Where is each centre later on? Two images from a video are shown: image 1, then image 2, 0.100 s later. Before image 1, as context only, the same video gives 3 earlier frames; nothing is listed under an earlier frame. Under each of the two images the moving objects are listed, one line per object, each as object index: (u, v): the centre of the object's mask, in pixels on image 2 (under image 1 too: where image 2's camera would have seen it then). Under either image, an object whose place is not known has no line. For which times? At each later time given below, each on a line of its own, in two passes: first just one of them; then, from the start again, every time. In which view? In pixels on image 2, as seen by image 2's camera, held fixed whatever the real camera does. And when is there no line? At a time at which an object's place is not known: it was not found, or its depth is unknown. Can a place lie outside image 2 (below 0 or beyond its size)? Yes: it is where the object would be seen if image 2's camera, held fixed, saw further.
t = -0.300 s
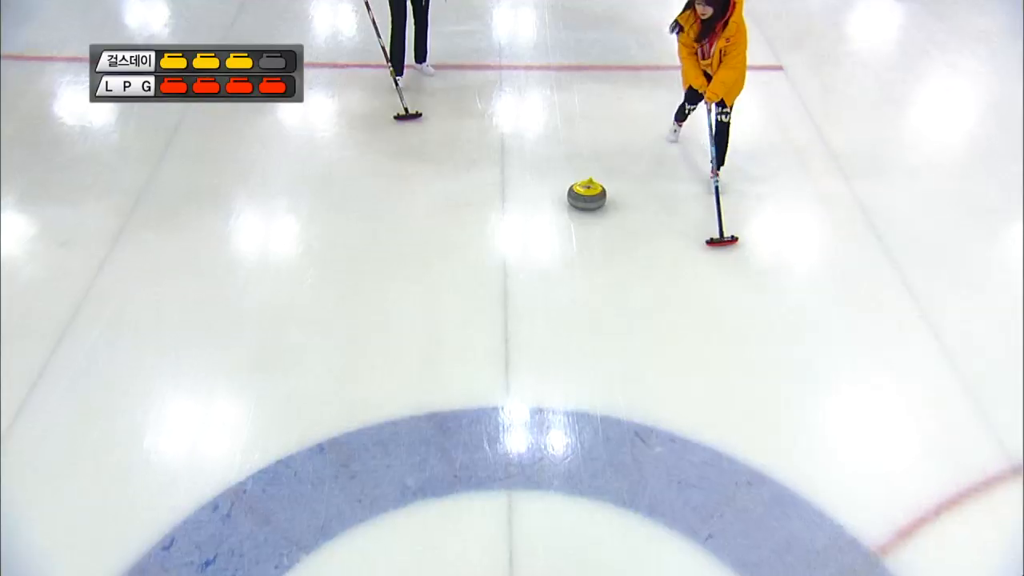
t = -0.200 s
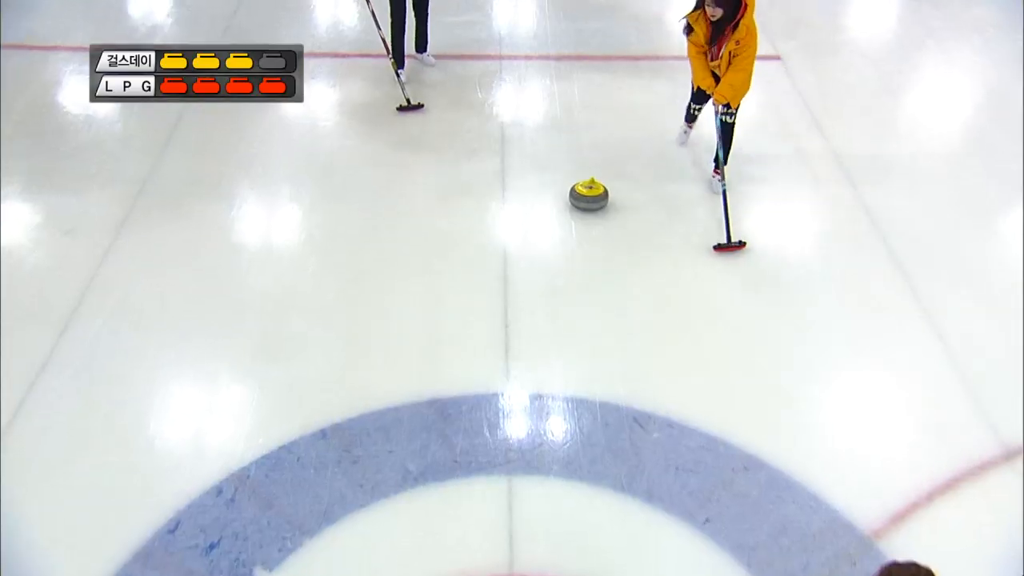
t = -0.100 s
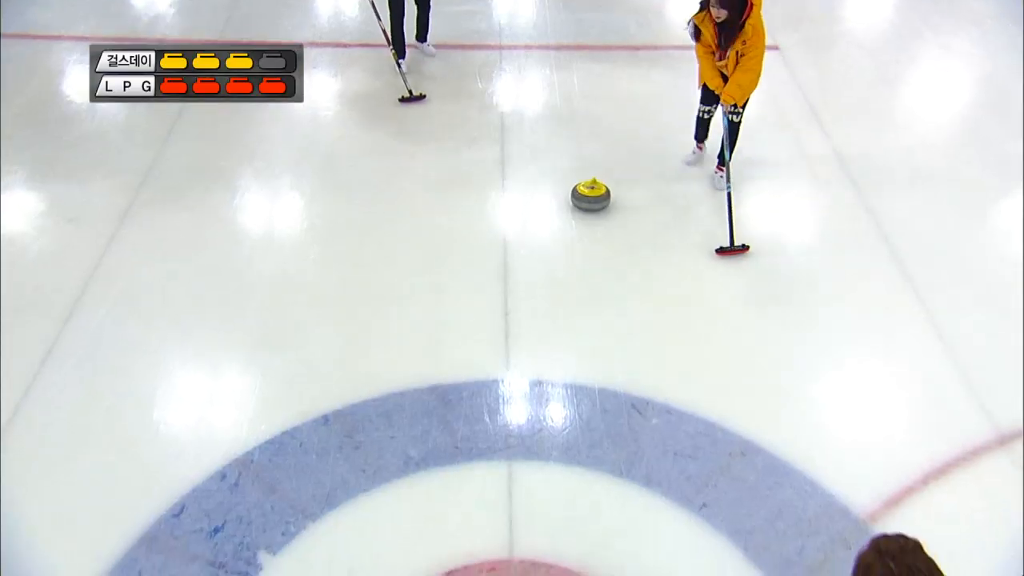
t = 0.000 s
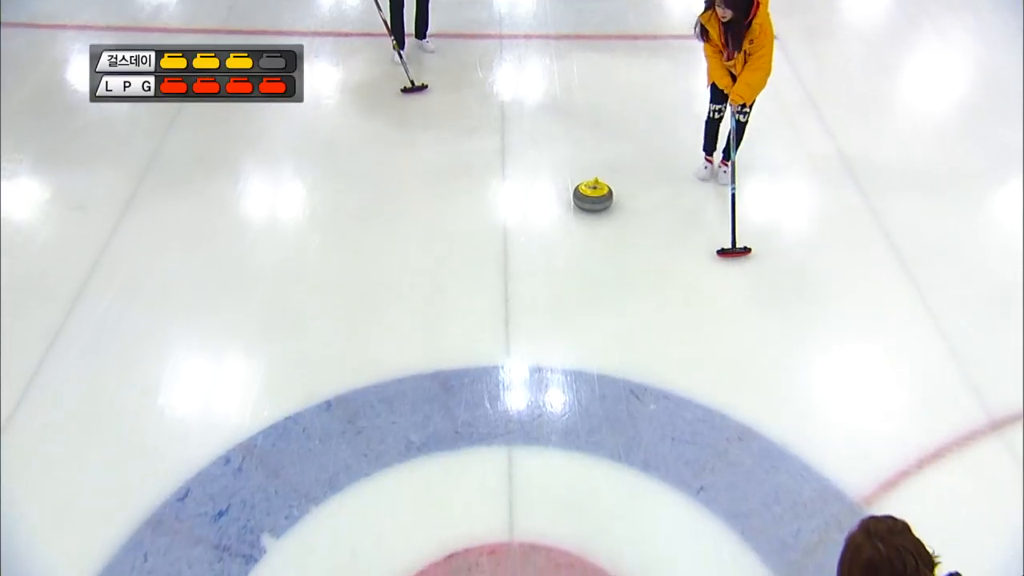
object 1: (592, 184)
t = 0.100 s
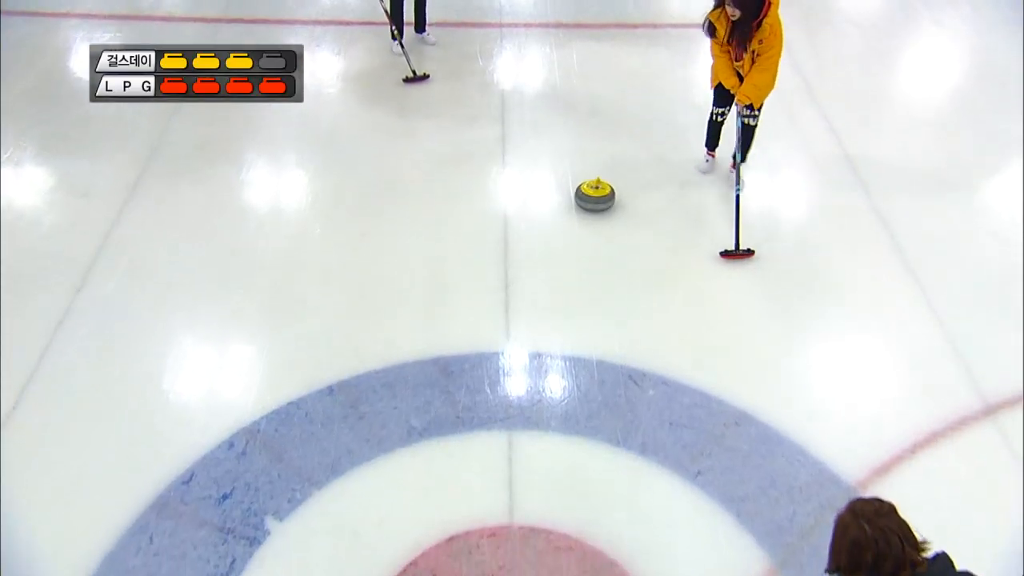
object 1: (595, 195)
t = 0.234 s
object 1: (598, 211)
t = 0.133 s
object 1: (596, 199)
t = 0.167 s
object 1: (596, 203)
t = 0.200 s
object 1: (597, 206)
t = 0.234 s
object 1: (598, 211)
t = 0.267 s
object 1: (599, 215)
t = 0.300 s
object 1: (600, 219)
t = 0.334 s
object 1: (601, 223)
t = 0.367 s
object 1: (602, 227)
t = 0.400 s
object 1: (603, 231)
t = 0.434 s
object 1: (604, 236)
